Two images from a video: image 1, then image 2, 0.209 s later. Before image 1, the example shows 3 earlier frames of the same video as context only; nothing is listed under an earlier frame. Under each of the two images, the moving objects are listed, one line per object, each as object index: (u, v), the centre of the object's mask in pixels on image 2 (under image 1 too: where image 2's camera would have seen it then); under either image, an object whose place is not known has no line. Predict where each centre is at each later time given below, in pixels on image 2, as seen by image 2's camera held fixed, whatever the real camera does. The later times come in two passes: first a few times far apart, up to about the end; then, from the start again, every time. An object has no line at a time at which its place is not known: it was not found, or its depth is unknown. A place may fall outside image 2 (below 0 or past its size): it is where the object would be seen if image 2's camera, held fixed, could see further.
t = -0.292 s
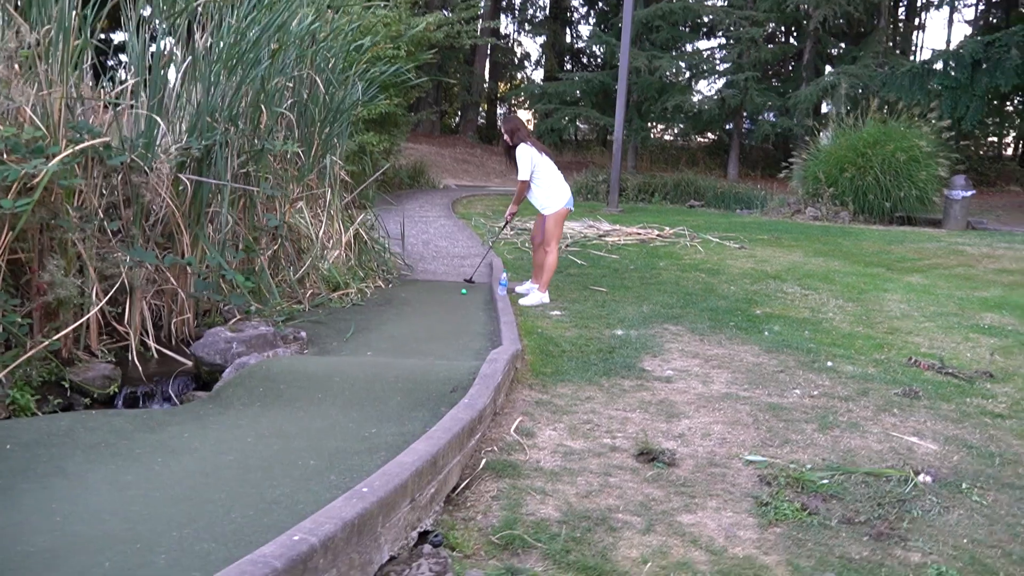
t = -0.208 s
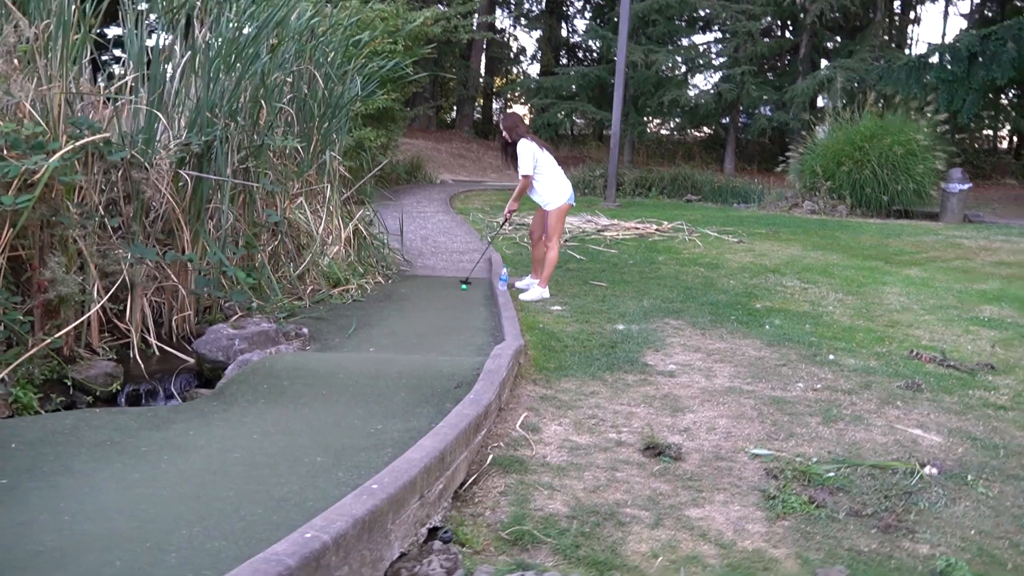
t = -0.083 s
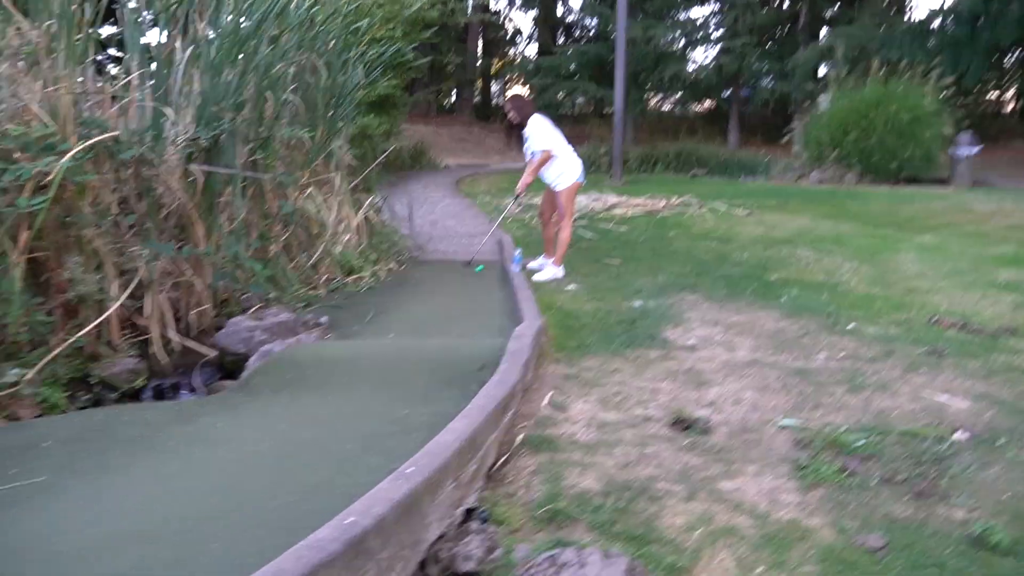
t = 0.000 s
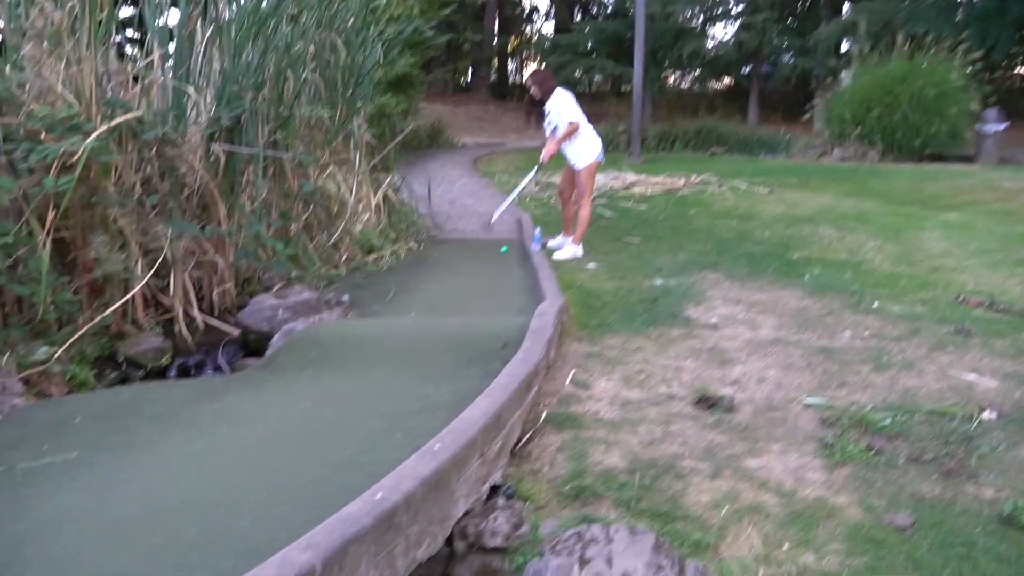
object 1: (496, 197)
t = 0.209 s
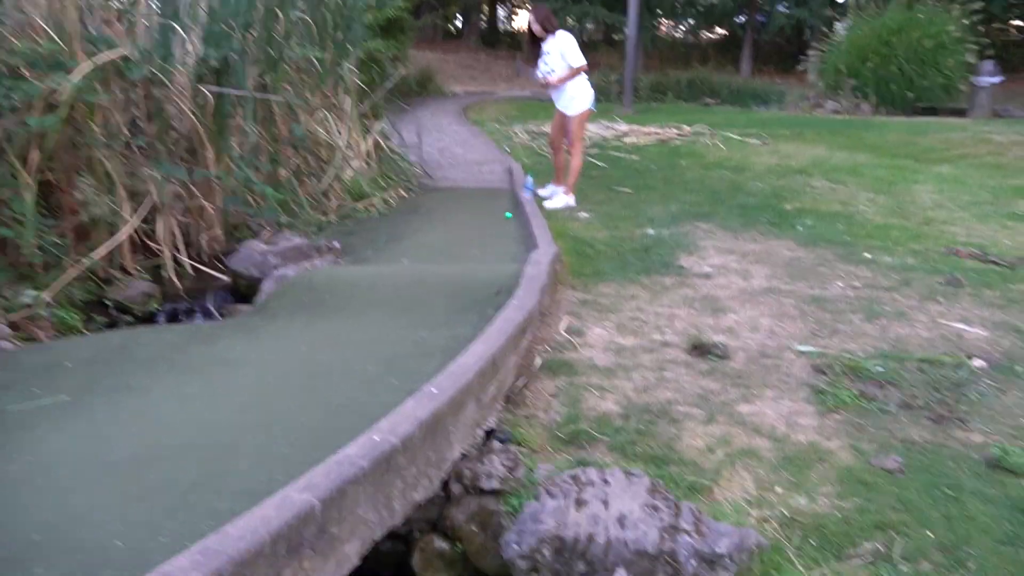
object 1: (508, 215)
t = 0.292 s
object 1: (514, 224)
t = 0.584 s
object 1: (529, 251)
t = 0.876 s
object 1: (508, 270)
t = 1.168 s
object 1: (475, 333)
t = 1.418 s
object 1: (426, 385)
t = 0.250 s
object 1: (511, 221)
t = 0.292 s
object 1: (514, 224)
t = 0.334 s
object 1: (517, 226)
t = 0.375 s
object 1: (521, 231)
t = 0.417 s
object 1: (524, 233)
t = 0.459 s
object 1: (527, 235)
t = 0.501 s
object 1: (530, 241)
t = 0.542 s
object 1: (531, 247)
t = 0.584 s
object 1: (529, 251)
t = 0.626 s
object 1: (527, 255)
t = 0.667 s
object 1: (525, 259)
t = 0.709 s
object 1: (522, 260)
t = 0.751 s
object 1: (519, 261)
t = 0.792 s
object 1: (516, 261)
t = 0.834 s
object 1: (512, 264)
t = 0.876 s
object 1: (508, 270)
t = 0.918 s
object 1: (503, 275)
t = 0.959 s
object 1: (499, 284)
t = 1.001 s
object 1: (495, 297)
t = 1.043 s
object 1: (491, 308)
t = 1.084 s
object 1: (486, 317)
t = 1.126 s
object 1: (481, 324)
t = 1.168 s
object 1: (475, 333)
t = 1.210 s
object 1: (468, 340)
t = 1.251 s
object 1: (461, 349)
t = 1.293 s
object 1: (454, 357)
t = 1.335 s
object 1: (445, 367)
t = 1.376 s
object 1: (436, 376)
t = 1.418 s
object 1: (426, 385)
